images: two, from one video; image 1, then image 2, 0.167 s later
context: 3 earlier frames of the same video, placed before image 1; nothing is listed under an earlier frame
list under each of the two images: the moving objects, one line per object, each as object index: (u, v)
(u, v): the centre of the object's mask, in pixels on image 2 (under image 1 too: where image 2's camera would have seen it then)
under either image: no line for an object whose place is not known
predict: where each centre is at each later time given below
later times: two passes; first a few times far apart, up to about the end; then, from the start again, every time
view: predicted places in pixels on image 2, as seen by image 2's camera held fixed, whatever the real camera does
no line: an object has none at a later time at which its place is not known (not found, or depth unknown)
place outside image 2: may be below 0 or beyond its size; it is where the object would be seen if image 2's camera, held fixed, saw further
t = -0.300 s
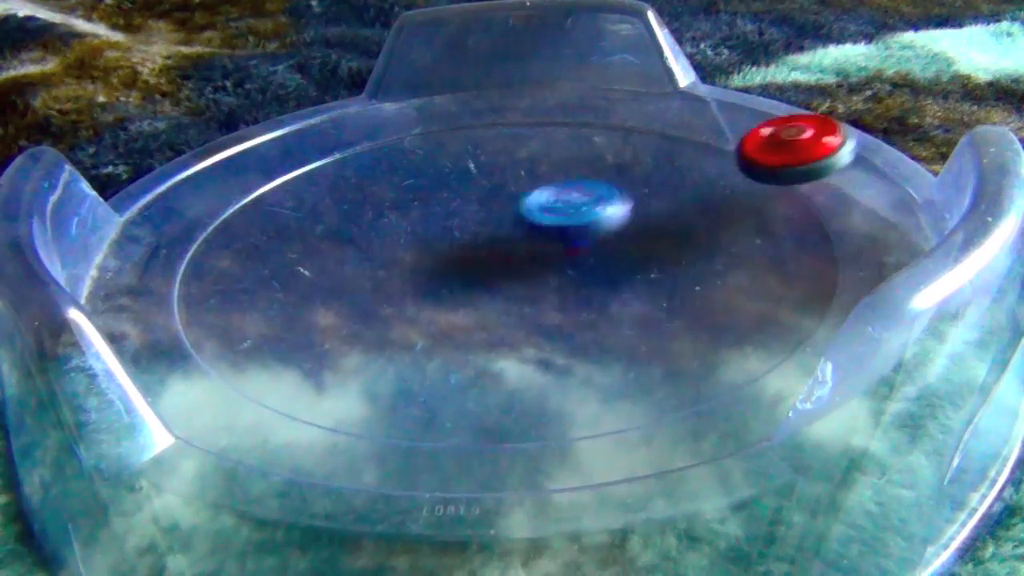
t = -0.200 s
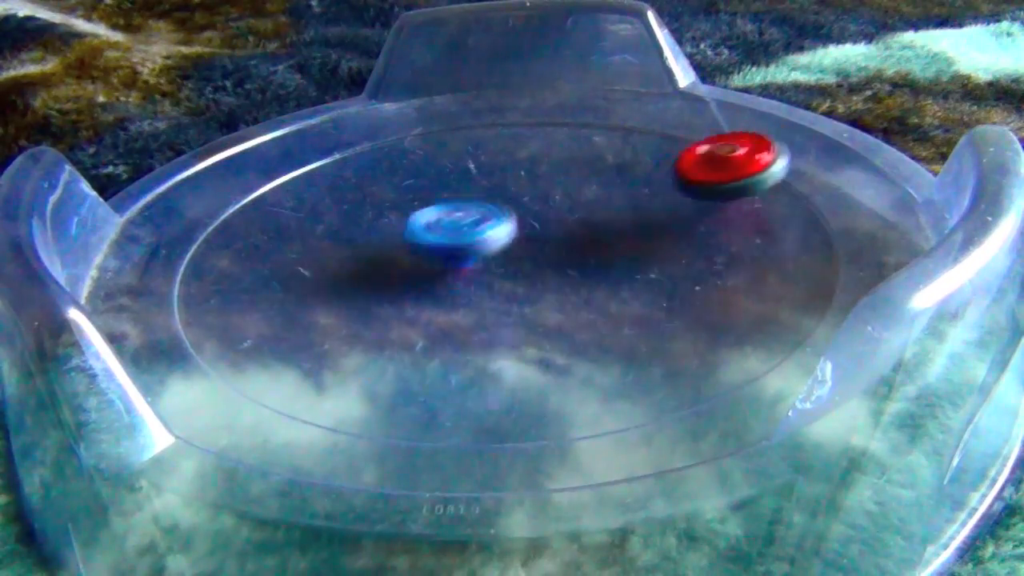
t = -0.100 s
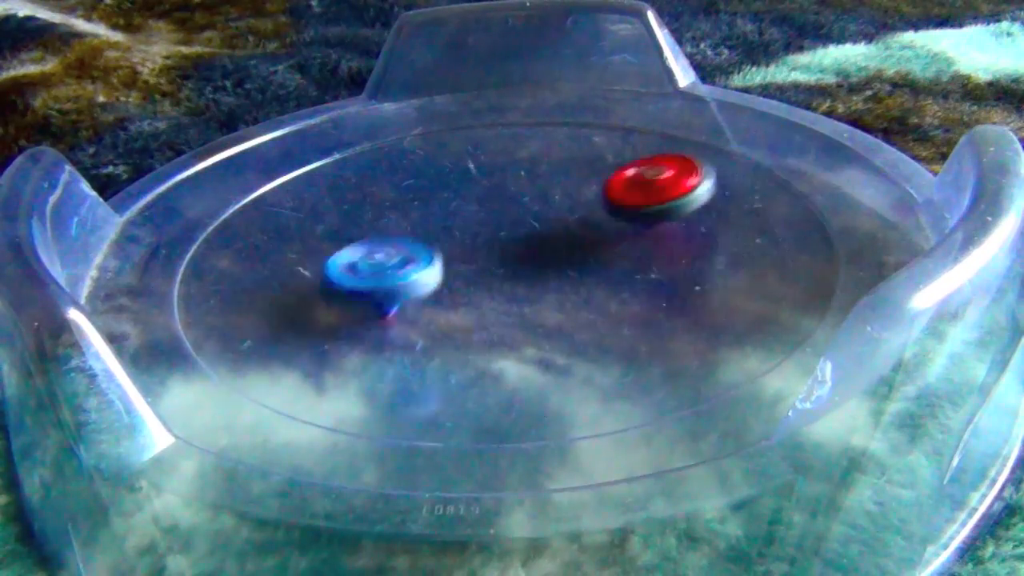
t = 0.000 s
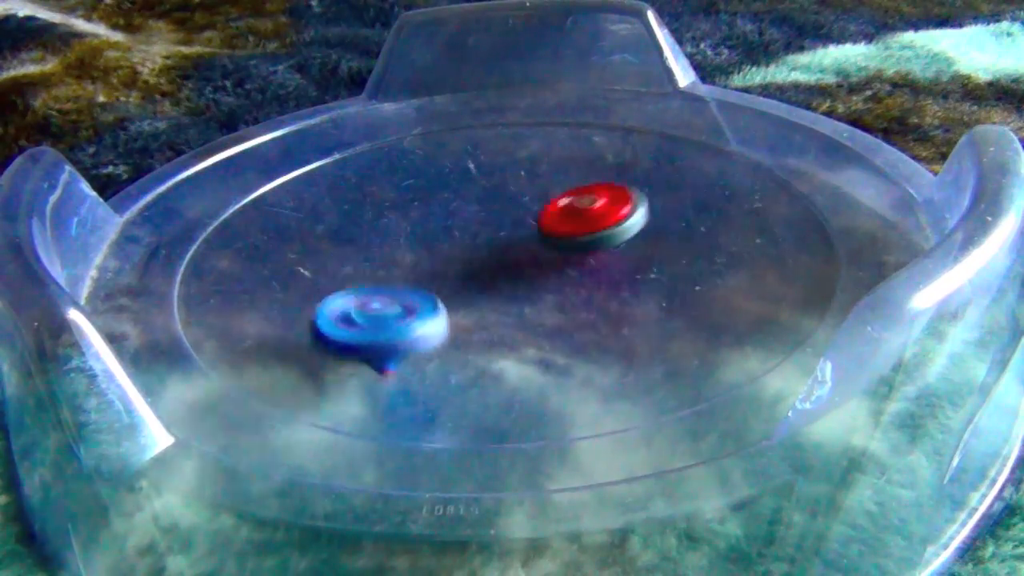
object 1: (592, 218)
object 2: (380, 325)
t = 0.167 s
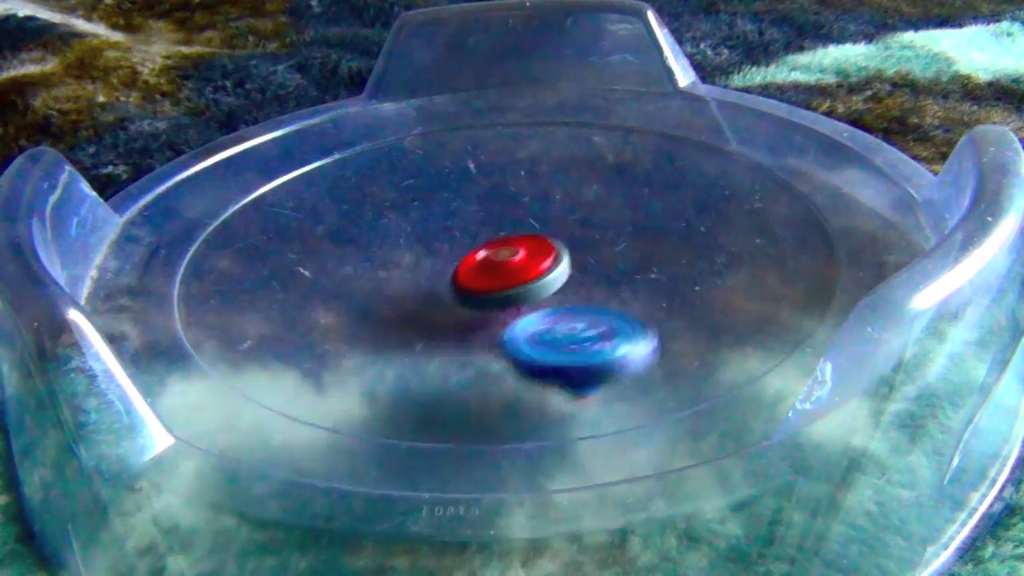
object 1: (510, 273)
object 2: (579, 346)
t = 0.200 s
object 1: (502, 282)
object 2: (619, 332)
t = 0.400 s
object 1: (513, 329)
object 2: (605, 234)
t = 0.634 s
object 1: (602, 325)
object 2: (347, 219)
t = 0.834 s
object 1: (606, 299)
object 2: (247, 303)
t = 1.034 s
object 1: (540, 283)
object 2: (469, 346)
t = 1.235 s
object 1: (511, 190)
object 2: (602, 306)
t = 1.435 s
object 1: (302, 192)
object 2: (519, 217)
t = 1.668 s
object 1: (206, 295)
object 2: (291, 211)
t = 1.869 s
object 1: (341, 366)
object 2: (244, 251)
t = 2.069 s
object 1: (495, 355)
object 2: (406, 265)
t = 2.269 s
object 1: (562, 305)
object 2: (456, 186)
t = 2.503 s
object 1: (553, 252)
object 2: (332, 156)
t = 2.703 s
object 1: (506, 227)
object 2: (397, 240)
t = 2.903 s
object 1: (669, 150)
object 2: (360, 307)
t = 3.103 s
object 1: (564, 132)
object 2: (595, 290)
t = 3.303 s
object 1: (457, 153)
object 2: (638, 195)
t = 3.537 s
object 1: (397, 200)
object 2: (505, 151)
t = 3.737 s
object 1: (270, 309)
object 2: (485, 137)
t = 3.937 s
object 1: (524, 378)
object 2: (456, 224)
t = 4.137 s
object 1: (689, 309)
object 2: (599, 259)
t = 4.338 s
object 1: (745, 343)
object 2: (539, 114)
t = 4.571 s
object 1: (658, 297)
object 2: (380, 154)
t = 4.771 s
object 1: (594, 273)
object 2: (337, 255)
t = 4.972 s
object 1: (551, 276)
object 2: (470, 331)
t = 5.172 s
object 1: (493, 288)
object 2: (681, 303)
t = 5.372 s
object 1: (490, 294)
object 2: (707, 225)
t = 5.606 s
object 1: (477, 289)
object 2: (531, 203)
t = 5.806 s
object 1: (460, 283)
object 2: (376, 239)
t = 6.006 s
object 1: (460, 282)
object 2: (295, 295)
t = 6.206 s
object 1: (447, 269)
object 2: (428, 336)
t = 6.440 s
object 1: (408, 232)
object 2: (622, 281)
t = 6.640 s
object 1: (396, 225)
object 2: (628, 205)
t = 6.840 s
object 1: (406, 231)
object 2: (516, 168)
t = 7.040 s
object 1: (389, 279)
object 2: (428, 147)
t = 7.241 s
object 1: (451, 290)
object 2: (350, 195)
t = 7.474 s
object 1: (591, 292)
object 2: (384, 248)
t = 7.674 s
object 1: (695, 245)
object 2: (486, 269)
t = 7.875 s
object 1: (708, 222)
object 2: (537, 223)
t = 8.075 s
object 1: (701, 213)
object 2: (407, 218)
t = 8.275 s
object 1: (642, 221)
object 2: (382, 269)
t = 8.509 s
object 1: (604, 231)
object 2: (511, 282)
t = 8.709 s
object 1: (597, 221)
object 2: (524, 272)
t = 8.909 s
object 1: (638, 156)
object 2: (361, 324)
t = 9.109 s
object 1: (566, 172)
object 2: (435, 341)
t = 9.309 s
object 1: (507, 194)
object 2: (481, 289)
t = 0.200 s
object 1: (502, 282)
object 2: (619, 332)
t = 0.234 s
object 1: (496, 292)
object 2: (647, 316)
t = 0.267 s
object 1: (493, 301)
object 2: (660, 298)
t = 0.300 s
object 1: (493, 310)
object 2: (661, 279)
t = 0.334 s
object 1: (497, 318)
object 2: (650, 262)
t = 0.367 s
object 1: (503, 324)
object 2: (632, 247)
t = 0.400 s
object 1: (513, 329)
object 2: (605, 234)
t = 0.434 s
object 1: (524, 333)
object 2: (573, 224)
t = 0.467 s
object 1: (537, 336)
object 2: (537, 217)
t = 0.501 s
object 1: (551, 336)
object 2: (500, 211)
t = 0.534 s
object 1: (565, 335)
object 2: (460, 211)
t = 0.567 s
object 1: (579, 333)
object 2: (422, 211)
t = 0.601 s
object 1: (591, 330)
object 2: (384, 213)
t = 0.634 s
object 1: (602, 325)
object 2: (347, 219)
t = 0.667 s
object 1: (611, 321)
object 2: (312, 229)
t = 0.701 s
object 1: (616, 315)
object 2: (284, 239)
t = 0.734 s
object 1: (619, 310)
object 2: (261, 253)
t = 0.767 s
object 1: (618, 305)
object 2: (246, 269)
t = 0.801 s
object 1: (614, 302)
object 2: (241, 286)
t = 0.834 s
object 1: (606, 299)
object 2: (247, 303)
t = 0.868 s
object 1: (595, 297)
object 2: (266, 319)
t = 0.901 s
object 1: (581, 296)
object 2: (298, 332)
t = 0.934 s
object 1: (566, 296)
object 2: (341, 341)
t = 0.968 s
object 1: (551, 297)
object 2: (391, 344)
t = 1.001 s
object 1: (539, 295)
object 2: (443, 342)
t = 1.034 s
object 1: (540, 283)
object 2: (469, 346)
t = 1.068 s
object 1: (551, 261)
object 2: (479, 354)
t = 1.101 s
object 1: (557, 241)
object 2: (498, 355)
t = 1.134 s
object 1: (556, 224)
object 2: (526, 349)
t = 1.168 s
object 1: (546, 210)
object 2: (559, 338)
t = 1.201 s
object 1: (531, 198)
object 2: (586, 323)
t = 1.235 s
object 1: (511, 190)
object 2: (602, 306)
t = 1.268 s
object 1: (485, 184)
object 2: (607, 289)
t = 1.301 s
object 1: (453, 181)
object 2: (602, 271)
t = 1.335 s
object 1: (418, 181)
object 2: (590, 255)
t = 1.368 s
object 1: (383, 182)
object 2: (572, 240)
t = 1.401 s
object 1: (345, 186)
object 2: (548, 227)
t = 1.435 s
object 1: (302, 192)
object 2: (519, 217)
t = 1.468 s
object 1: (260, 201)
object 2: (488, 208)
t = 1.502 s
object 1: (216, 212)
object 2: (453, 204)
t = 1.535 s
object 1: (186, 224)
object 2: (422, 199)
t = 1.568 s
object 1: (185, 247)
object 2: (386, 197)
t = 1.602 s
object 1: (187, 267)
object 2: (353, 199)
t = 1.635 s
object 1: (195, 281)
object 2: (322, 204)
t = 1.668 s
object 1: (206, 295)
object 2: (291, 211)
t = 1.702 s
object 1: (220, 305)
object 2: (266, 223)
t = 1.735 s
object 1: (237, 312)
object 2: (248, 236)
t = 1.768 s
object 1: (252, 318)
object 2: (238, 247)
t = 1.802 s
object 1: (277, 332)
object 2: (235, 255)
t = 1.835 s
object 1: (307, 351)
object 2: (237, 250)
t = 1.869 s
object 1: (341, 366)
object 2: (244, 251)
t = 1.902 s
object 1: (374, 373)
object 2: (257, 256)
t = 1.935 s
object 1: (403, 374)
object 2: (278, 263)
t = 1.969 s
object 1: (427, 372)
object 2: (308, 270)
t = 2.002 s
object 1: (451, 367)
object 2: (342, 273)
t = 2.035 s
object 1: (474, 362)
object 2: (376, 270)
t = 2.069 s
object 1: (495, 355)
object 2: (406, 265)
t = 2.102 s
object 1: (514, 348)
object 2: (432, 254)
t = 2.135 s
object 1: (530, 339)
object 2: (451, 242)
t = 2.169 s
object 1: (542, 331)
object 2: (461, 228)
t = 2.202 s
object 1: (551, 323)
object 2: (465, 214)
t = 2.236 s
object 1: (557, 314)
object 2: (465, 199)
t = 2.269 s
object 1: (562, 305)
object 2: (456, 186)
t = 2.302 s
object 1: (566, 297)
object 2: (446, 173)
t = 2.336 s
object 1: (567, 289)
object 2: (430, 162)
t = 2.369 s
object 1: (567, 281)
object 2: (412, 154)
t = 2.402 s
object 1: (566, 273)
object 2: (391, 150)
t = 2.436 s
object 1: (562, 265)
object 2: (367, 148)
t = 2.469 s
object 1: (558, 258)
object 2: (347, 150)
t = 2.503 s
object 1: (553, 252)
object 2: (332, 156)
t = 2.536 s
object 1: (546, 246)
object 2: (323, 167)
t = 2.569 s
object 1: (538, 241)
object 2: (322, 180)
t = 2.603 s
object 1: (530, 237)
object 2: (329, 199)
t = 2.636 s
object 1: (522, 233)
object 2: (345, 213)
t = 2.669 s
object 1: (514, 230)
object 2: (369, 228)
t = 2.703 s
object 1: (506, 227)
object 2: (397, 240)
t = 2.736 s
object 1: (553, 213)
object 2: (360, 250)
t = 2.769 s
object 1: (596, 199)
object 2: (329, 260)
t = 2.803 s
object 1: (630, 182)
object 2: (312, 271)
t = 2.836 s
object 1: (653, 170)
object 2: (312, 283)
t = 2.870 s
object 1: (665, 159)
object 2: (329, 295)
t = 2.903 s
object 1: (669, 150)
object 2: (360, 307)
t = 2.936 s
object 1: (665, 145)
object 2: (397, 315)
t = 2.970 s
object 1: (654, 141)
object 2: (440, 320)
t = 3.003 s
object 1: (638, 137)
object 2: (483, 319)
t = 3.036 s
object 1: (617, 135)
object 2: (525, 313)
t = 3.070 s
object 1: (592, 134)
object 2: (564, 303)
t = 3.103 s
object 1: (564, 132)
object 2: (595, 290)
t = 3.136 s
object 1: (536, 132)
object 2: (621, 276)
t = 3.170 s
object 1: (512, 132)
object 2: (639, 259)
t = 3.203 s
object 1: (492, 136)
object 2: (650, 242)
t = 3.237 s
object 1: (477, 141)
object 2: (652, 225)
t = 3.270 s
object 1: (466, 146)
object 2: (648, 210)
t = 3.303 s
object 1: (457, 153)
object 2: (638, 195)
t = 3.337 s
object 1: (450, 159)
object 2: (623, 183)
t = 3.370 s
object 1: (445, 166)
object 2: (603, 173)
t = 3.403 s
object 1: (441, 172)
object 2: (579, 165)
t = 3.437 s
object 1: (437, 178)
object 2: (554, 160)
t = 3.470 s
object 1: (430, 184)
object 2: (533, 155)
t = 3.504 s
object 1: (418, 190)
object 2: (514, 153)
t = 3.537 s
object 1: (397, 200)
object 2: (505, 151)
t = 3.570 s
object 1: (348, 216)
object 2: (522, 139)
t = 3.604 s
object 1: (309, 230)
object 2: (527, 134)
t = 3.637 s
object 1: (279, 246)
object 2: (526, 131)
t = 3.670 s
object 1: (262, 264)
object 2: (517, 131)
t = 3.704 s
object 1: (259, 285)
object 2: (503, 132)
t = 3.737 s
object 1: (270, 309)
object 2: (485, 137)
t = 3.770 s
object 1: (295, 333)
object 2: (465, 148)
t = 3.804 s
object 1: (333, 353)
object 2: (452, 160)
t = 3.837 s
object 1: (379, 369)
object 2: (443, 176)
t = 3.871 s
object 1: (428, 378)
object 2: (442, 192)
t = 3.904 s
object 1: (478, 380)
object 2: (446, 208)
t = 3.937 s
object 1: (524, 378)
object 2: (456, 224)
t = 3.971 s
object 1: (567, 372)
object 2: (473, 237)
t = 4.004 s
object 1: (604, 362)
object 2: (492, 247)
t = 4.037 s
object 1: (634, 351)
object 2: (517, 257)
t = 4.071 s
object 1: (657, 338)
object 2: (543, 261)
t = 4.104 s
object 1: (676, 323)
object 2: (573, 263)
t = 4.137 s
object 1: (689, 309)
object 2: (599, 259)
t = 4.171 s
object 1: (709, 302)
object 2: (618, 247)
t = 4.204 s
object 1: (757, 325)
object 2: (608, 210)
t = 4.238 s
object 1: (778, 317)
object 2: (594, 177)
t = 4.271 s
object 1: (774, 316)
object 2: (580, 146)
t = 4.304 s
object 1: (756, 342)
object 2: (563, 127)
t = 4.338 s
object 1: (745, 343)
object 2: (539, 114)
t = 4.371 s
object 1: (728, 344)
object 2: (514, 108)
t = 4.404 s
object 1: (713, 337)
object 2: (489, 109)
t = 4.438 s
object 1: (700, 329)
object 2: (464, 114)
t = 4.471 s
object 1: (689, 321)
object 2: (442, 121)
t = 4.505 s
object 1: (679, 313)
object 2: (419, 130)
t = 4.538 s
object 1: (668, 305)
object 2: (398, 142)
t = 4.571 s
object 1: (658, 297)
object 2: (380, 154)
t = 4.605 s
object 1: (647, 290)
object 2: (363, 169)
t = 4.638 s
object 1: (636, 284)
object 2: (349, 186)
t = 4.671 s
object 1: (626, 280)
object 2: (339, 203)
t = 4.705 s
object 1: (615, 276)
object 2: (335, 220)
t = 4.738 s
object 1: (605, 274)
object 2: (334, 237)
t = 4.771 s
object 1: (594, 273)
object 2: (337, 255)
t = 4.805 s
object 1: (584, 272)
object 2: (348, 273)
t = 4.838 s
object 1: (574, 272)
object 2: (363, 289)
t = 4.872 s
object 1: (566, 273)
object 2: (382, 304)
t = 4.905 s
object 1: (559, 274)
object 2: (408, 316)
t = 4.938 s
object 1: (553, 276)
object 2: (439, 324)
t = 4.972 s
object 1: (551, 276)
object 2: (470, 331)
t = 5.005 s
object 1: (543, 274)
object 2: (507, 335)
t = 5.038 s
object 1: (525, 275)
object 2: (546, 334)
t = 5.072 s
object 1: (511, 280)
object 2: (583, 331)
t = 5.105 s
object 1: (505, 284)
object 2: (620, 324)
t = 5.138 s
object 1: (497, 286)
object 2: (653, 314)
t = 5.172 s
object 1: (493, 288)
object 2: (681, 303)
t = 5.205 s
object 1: (490, 291)
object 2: (703, 291)
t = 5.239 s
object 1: (490, 292)
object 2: (719, 276)
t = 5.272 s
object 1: (490, 294)
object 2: (726, 262)
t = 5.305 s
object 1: (490, 294)
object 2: (726, 248)
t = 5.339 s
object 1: (490, 295)
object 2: (720, 236)
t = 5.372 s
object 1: (490, 294)
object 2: (707, 225)
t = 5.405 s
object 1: (489, 294)
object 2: (689, 216)
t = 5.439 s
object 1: (488, 293)
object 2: (666, 210)
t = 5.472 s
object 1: (487, 293)
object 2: (642, 204)
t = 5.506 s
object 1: (485, 292)
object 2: (614, 201)
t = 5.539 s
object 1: (483, 291)
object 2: (586, 201)
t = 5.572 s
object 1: (480, 290)
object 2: (559, 201)
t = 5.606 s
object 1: (477, 289)
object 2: (531, 203)
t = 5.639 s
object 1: (474, 288)
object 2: (502, 206)
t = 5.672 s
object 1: (471, 287)
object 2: (473, 211)
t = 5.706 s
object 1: (468, 286)
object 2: (447, 216)
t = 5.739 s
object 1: (465, 285)
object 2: (422, 222)
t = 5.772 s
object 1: (463, 284)
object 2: (396, 232)
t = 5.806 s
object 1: (460, 283)
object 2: (376, 239)
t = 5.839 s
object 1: (461, 283)
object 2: (355, 247)
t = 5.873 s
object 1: (466, 284)
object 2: (333, 253)
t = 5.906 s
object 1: (467, 284)
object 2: (317, 262)
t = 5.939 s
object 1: (466, 284)
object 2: (304, 273)
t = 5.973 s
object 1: (463, 283)
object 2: (296, 283)
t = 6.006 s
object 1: (460, 282)
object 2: (295, 295)
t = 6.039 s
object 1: (457, 281)
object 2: (298, 307)
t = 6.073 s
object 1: (453, 279)
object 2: (312, 318)
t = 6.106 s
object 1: (451, 278)
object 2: (331, 326)
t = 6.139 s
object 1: (450, 276)
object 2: (364, 333)
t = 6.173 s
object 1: (449, 273)
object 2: (396, 336)
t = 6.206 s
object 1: (447, 269)
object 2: (428, 336)
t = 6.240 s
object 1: (444, 267)
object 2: (461, 332)
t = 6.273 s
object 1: (441, 265)
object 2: (490, 325)
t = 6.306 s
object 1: (440, 264)
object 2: (514, 314)
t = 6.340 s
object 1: (440, 265)
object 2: (530, 302)
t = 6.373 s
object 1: (437, 258)
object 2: (558, 294)
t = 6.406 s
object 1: (420, 243)
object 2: (596, 290)
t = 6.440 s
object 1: (408, 232)
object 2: (622, 281)
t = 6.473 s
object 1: (401, 226)
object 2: (637, 270)
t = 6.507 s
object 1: (399, 223)
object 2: (645, 256)
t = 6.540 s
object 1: (397, 222)
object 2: (647, 242)
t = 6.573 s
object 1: (397, 223)
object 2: (646, 229)
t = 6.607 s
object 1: (396, 224)
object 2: (638, 217)
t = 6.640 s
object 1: (396, 225)
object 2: (628, 205)
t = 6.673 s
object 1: (397, 226)
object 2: (615, 195)
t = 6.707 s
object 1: (398, 227)
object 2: (599, 187)
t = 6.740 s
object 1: (400, 228)
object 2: (580, 180)
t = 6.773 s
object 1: (401, 230)
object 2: (560, 174)
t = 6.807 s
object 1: (403, 231)
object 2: (539, 170)
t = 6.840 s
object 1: (406, 231)
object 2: (516, 168)
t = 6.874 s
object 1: (408, 232)
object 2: (492, 170)
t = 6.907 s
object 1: (411, 233)
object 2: (470, 172)
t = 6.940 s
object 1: (410, 238)
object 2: (452, 171)
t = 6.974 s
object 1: (397, 256)
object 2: (448, 155)
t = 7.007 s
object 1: (389, 270)
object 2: (441, 149)
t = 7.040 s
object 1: (389, 279)
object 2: (428, 147)
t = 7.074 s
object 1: (397, 283)
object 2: (411, 149)
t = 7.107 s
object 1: (406, 286)
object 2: (392, 154)
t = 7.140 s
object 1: (418, 287)
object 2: (376, 161)
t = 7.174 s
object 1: (429, 288)
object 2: (363, 171)
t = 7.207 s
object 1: (440, 289)
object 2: (353, 181)
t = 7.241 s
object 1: (451, 290)
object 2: (350, 195)
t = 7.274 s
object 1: (462, 290)
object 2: (351, 207)
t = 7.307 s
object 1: (473, 290)
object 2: (357, 221)
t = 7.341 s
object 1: (483, 289)
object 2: (369, 235)
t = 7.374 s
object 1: (493, 288)
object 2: (384, 246)
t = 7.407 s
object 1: (512, 288)
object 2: (395, 251)
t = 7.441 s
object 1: (555, 292)
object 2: (384, 249)
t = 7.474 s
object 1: (591, 292)
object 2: (384, 248)
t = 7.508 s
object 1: (621, 288)
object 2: (391, 252)
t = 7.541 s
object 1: (646, 281)
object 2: (404, 257)
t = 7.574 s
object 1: (668, 272)
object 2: (420, 263)
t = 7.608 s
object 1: (683, 262)
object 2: (441, 267)
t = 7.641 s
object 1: (691, 252)
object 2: (464, 270)
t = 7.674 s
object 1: (695, 245)
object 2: (486, 269)
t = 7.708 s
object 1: (696, 238)
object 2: (509, 266)
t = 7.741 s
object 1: (694, 234)
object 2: (529, 261)
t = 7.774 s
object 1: (691, 231)
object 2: (546, 253)
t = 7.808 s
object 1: (687, 229)
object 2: (558, 244)
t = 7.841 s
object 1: (682, 227)
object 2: (565, 235)
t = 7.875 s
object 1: (708, 222)
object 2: (537, 223)
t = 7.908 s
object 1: (725, 218)
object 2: (509, 216)
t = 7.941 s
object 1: (729, 216)
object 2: (485, 211)
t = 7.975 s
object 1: (725, 215)
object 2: (463, 212)
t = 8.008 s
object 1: (718, 213)
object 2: (443, 212)
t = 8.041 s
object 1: (710, 213)
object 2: (425, 213)
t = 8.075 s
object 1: (701, 213)
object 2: (407, 218)
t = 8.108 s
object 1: (691, 213)
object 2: (390, 224)
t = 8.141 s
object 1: (680, 215)
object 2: (377, 232)
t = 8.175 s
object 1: (670, 216)
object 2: (369, 240)
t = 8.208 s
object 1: (660, 217)
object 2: (369, 249)
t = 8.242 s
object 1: (650, 219)
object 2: (372, 260)
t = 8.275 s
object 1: (642, 221)
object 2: (382, 269)
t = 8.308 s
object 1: (634, 222)
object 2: (394, 277)
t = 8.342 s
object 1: (627, 224)
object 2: (413, 284)
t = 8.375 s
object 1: (620, 227)
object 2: (436, 288)
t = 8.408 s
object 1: (613, 229)
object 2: (459, 288)
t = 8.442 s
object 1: (606, 232)
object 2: (482, 286)
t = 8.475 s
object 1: (601, 234)
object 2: (504, 283)
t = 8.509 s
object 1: (604, 231)
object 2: (511, 282)
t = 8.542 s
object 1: (615, 223)
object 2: (502, 286)
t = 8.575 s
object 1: (619, 218)
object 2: (499, 287)
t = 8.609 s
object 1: (616, 218)
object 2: (503, 286)
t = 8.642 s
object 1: (610, 219)
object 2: (511, 283)
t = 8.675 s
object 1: (603, 221)
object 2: (519, 278)
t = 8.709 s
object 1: (597, 221)
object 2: (524, 272)
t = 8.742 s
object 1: (614, 206)
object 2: (484, 282)
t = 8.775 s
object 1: (640, 183)
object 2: (438, 295)
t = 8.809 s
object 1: (652, 168)
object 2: (400, 304)
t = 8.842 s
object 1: (654, 159)
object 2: (378, 311)
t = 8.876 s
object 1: (648, 156)
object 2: (366, 317)
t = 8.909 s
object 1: (638, 156)
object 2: (361, 324)
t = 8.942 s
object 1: (625, 158)
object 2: (360, 331)
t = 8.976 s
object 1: (613, 160)
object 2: (365, 336)
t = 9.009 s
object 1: (600, 163)
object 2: (376, 342)
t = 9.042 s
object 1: (588, 166)
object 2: (392, 345)
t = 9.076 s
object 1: (577, 169)
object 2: (414, 345)
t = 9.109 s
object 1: (566, 172)
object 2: (435, 341)
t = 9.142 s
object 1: (555, 175)
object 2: (452, 335)
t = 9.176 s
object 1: (546, 179)
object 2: (465, 327)
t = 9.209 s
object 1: (536, 182)
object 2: (473, 318)
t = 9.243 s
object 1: (525, 187)
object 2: (479, 309)
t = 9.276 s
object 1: (514, 192)
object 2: (481, 298)
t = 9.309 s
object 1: (507, 194)
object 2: (481, 289)
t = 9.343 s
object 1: (497, 199)
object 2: (480, 279)
